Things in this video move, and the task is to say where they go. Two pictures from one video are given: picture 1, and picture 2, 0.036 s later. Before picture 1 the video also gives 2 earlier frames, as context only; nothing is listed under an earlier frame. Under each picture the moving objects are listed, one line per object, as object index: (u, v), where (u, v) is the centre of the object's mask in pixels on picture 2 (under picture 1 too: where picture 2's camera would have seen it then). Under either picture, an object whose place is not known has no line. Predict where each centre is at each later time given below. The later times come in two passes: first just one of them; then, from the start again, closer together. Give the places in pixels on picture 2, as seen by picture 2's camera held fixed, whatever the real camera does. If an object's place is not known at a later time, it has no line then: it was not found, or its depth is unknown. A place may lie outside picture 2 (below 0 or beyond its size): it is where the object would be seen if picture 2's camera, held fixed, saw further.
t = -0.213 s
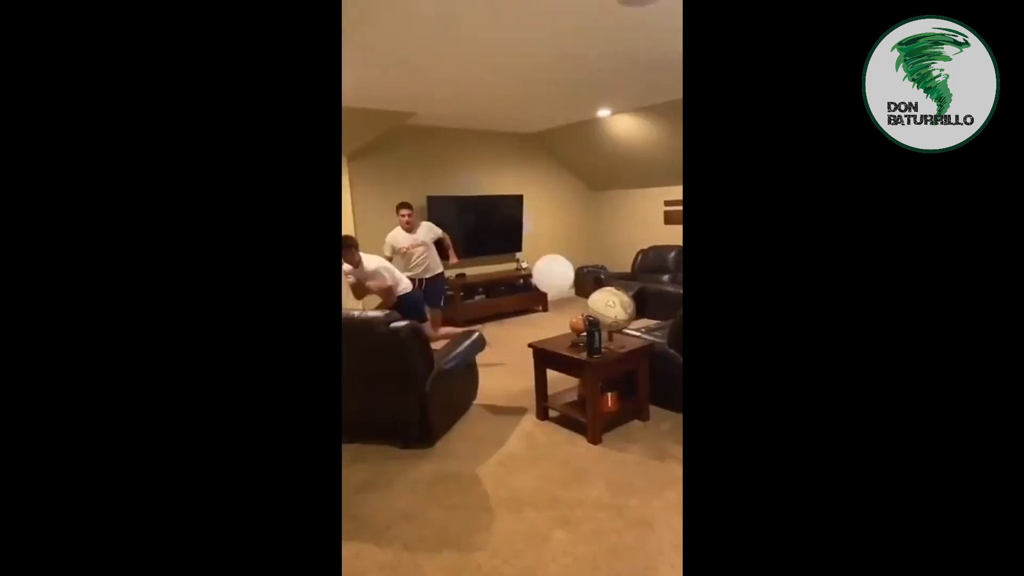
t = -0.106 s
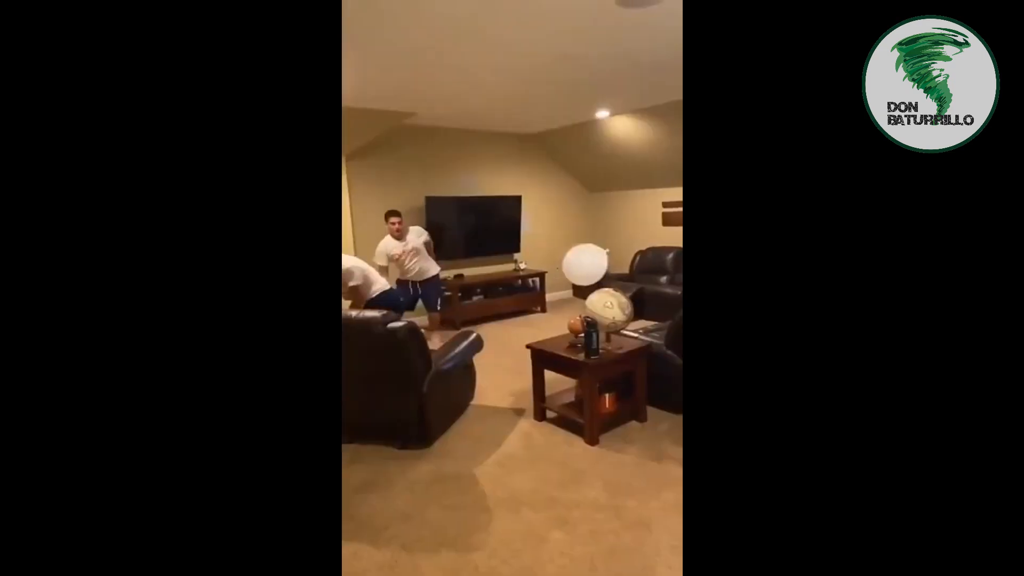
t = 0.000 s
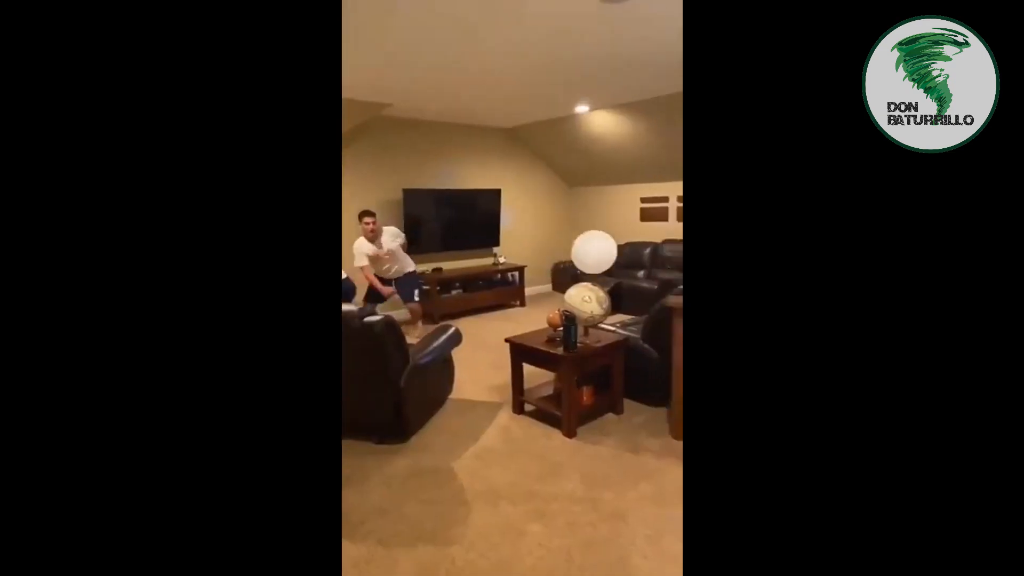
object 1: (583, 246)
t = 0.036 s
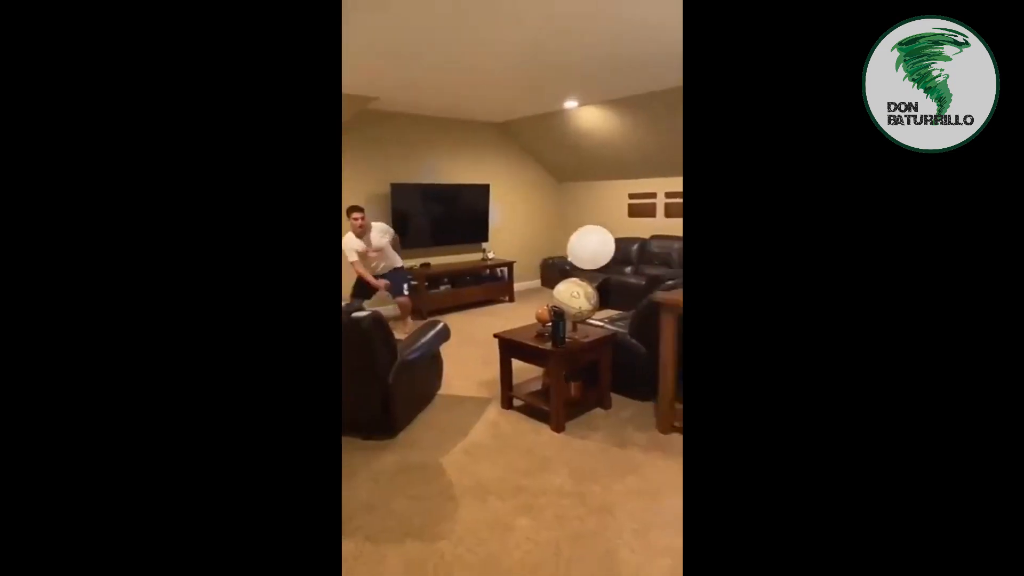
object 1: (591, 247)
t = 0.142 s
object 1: (613, 250)
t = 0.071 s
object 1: (598, 248)
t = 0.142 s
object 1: (613, 250)
